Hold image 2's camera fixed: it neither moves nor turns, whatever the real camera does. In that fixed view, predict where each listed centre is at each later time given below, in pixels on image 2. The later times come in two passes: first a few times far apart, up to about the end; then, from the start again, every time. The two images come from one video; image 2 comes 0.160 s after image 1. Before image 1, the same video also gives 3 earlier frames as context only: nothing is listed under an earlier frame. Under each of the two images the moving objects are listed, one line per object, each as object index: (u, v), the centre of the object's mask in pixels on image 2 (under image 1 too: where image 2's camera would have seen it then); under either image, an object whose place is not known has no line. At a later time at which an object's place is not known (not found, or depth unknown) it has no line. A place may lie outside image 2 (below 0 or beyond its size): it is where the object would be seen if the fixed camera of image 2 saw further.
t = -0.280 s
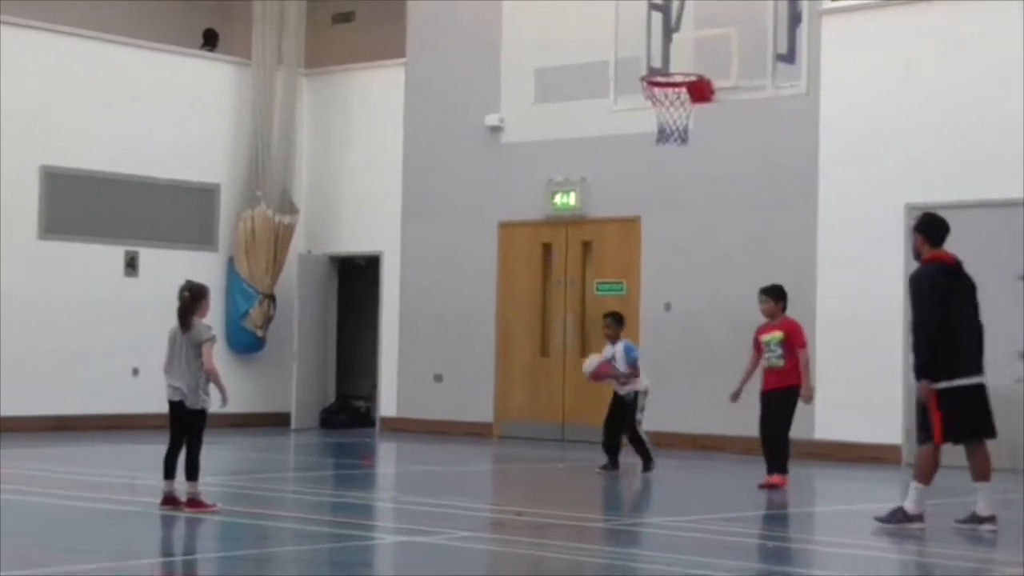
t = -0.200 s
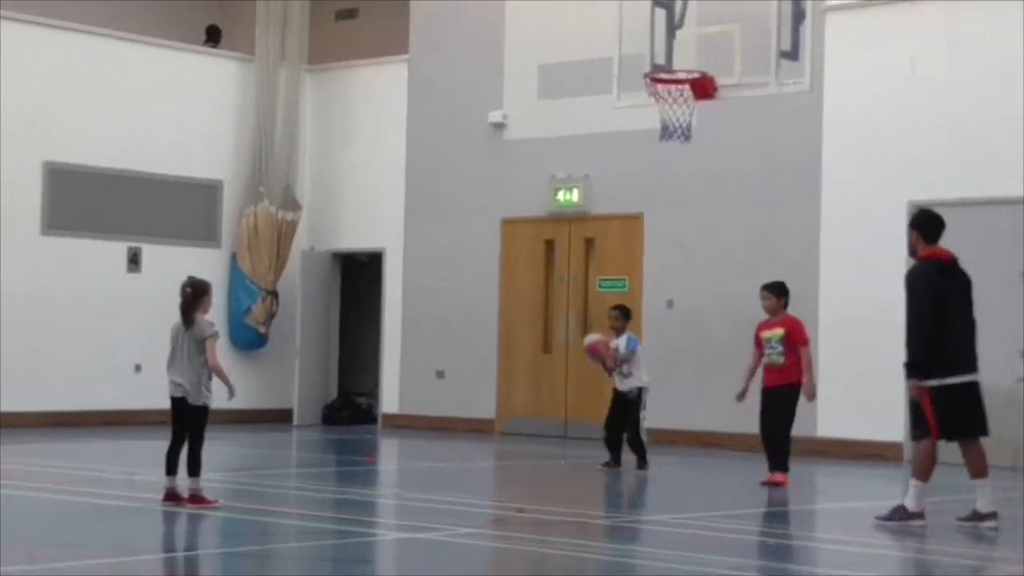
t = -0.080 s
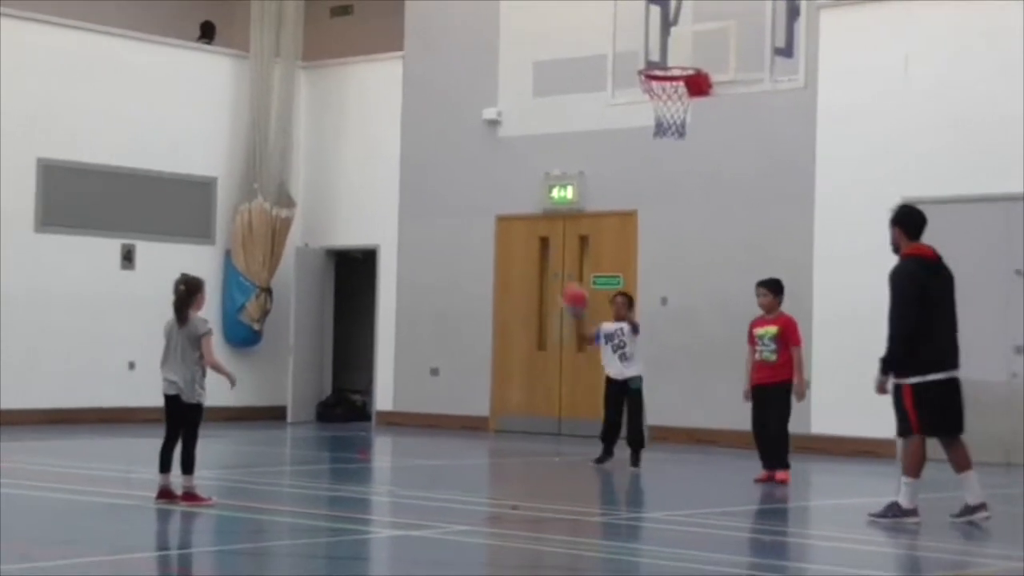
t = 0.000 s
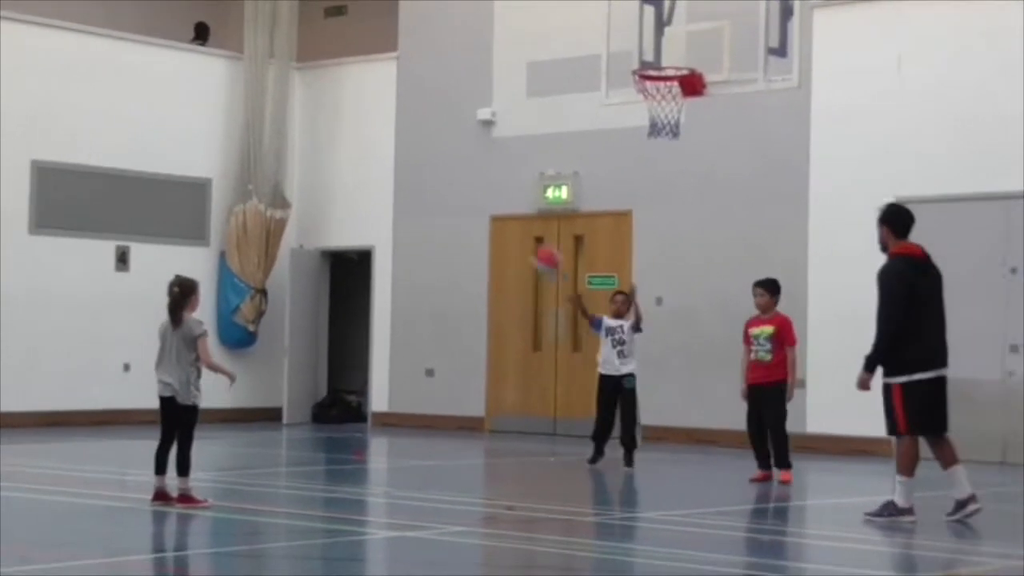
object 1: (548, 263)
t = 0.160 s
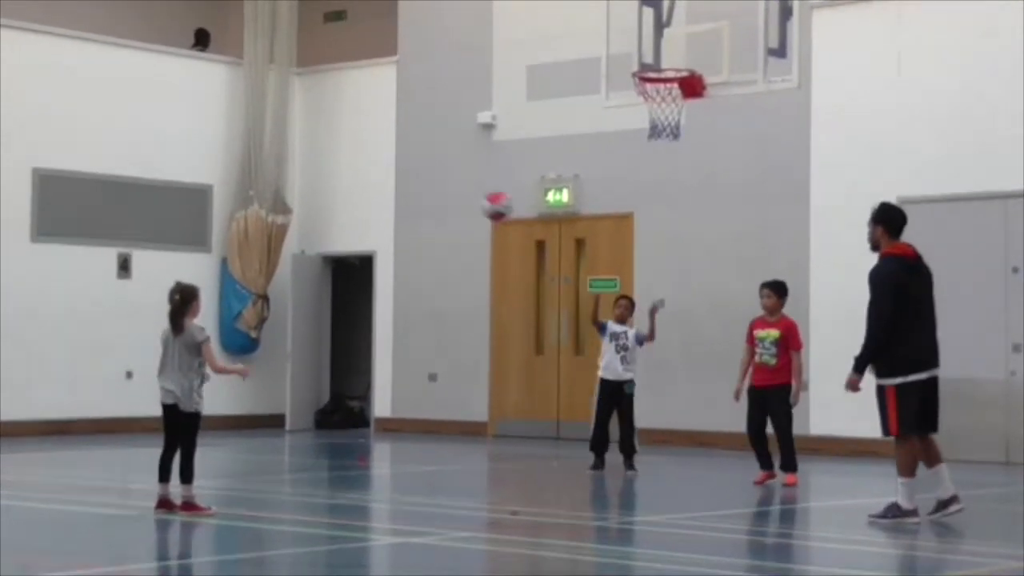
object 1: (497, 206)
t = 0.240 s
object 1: (469, 189)
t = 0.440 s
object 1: (395, 185)
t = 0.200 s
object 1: (484, 197)
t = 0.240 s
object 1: (469, 189)
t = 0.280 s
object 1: (455, 183)
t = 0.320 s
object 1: (440, 179)
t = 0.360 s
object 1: (425, 178)
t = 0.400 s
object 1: (410, 180)
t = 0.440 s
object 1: (395, 185)
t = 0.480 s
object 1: (379, 190)
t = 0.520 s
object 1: (362, 198)
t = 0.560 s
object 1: (347, 211)
